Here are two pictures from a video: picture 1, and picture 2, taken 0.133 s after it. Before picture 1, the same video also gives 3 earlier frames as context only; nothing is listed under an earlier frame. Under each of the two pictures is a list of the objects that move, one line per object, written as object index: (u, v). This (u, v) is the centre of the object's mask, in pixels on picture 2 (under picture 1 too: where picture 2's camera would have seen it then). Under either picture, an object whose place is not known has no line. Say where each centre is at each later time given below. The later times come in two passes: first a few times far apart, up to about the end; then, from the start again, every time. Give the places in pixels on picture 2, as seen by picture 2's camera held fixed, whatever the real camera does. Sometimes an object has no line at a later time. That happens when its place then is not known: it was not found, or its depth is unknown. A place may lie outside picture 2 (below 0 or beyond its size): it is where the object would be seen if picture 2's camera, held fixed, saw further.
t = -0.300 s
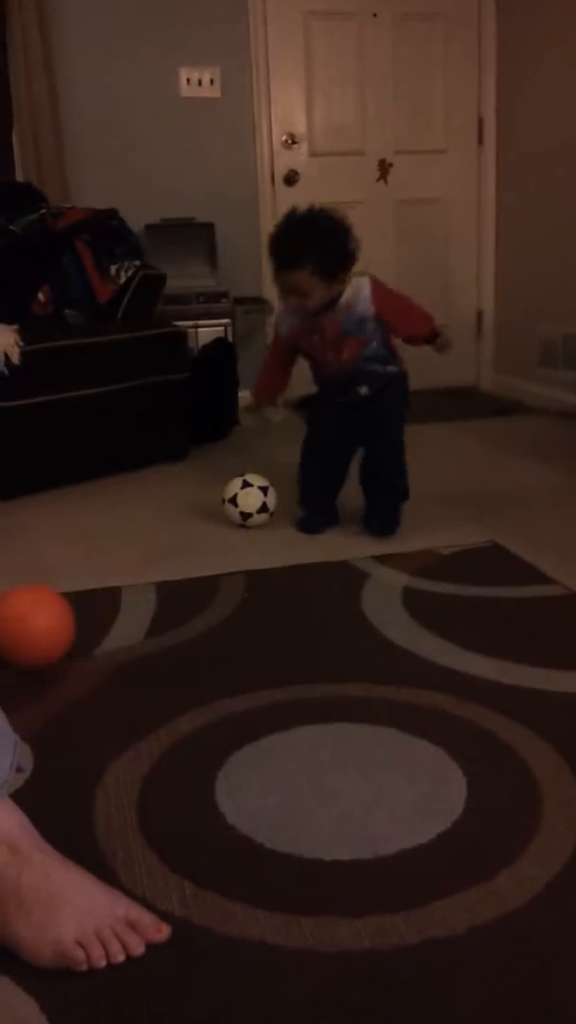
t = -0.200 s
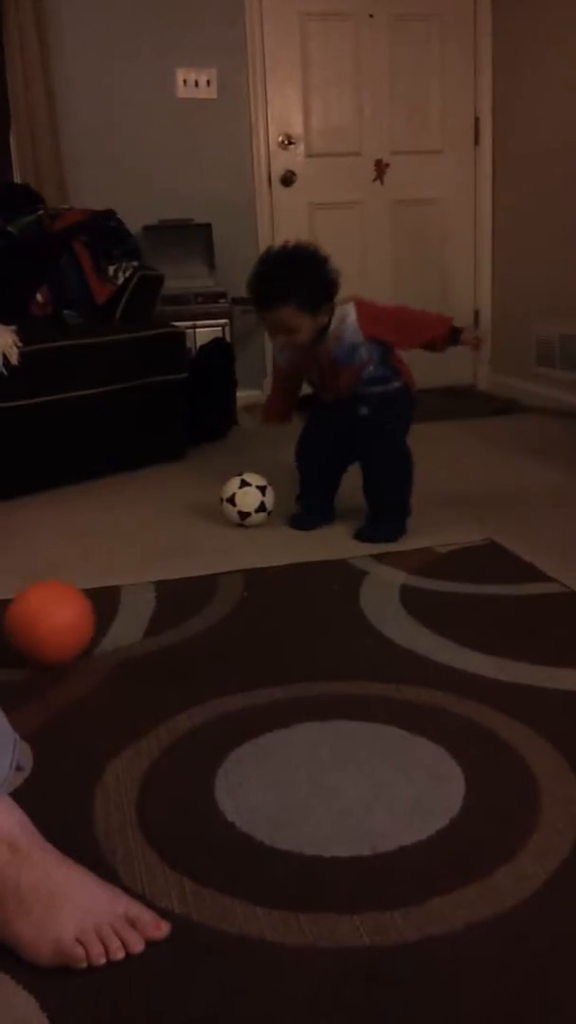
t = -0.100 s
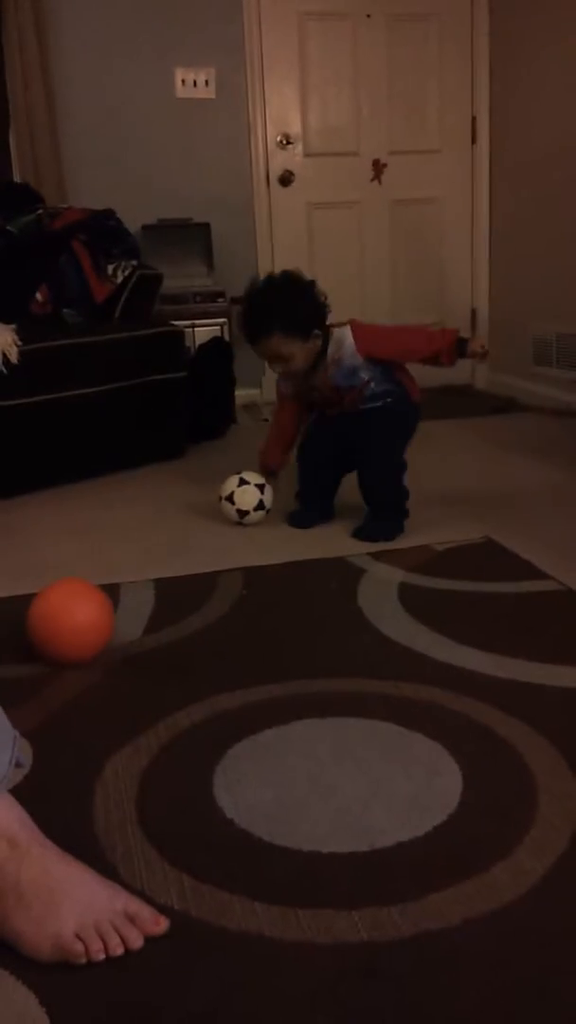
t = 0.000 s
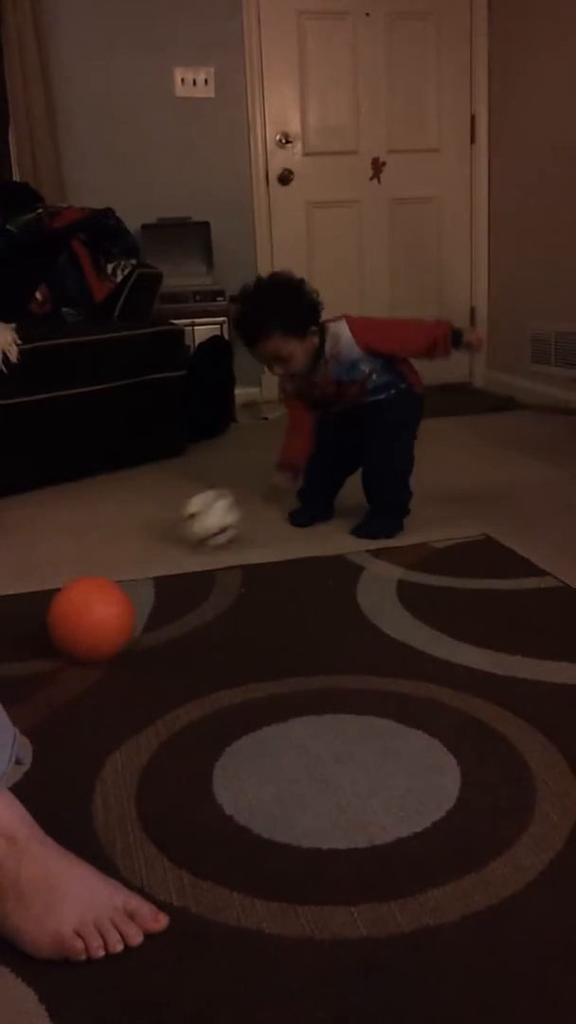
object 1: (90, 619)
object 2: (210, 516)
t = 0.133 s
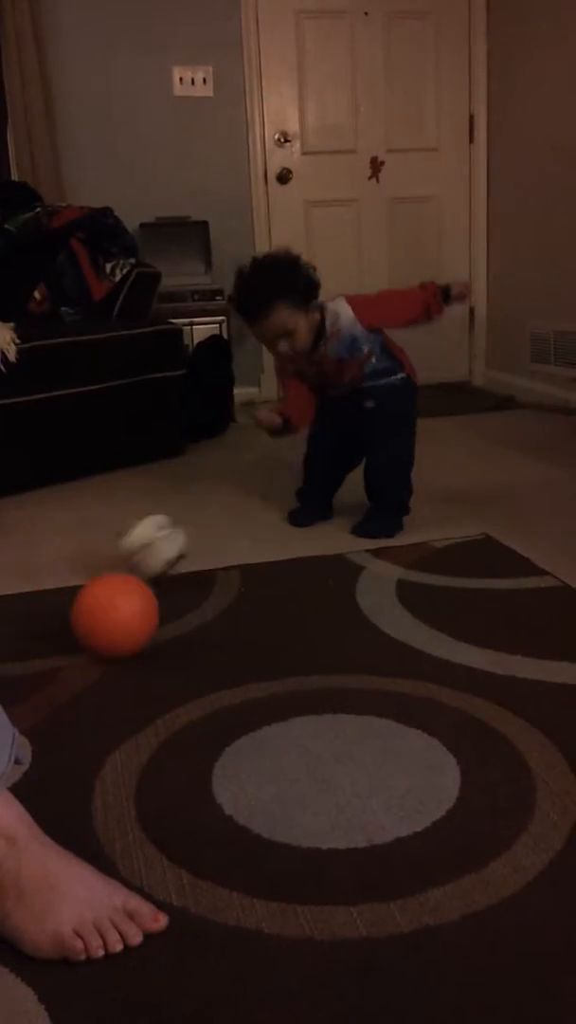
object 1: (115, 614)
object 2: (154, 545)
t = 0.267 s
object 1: (132, 611)
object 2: (86, 580)
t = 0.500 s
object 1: (139, 623)
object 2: (12, 616)
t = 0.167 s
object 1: (120, 613)
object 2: (142, 549)
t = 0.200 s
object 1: (124, 612)
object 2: (128, 556)
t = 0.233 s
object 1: (129, 611)
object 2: (103, 569)
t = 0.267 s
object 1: (132, 611)
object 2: (86, 580)
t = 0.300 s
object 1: (134, 613)
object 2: (75, 586)
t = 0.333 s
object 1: (134, 613)
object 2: (64, 593)
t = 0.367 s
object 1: (136, 616)
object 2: (51, 598)
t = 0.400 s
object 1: (137, 617)
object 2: (36, 600)
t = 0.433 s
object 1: (138, 619)
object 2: (26, 606)
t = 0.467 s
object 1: (139, 621)
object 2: (18, 611)
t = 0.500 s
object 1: (139, 623)
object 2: (12, 616)
